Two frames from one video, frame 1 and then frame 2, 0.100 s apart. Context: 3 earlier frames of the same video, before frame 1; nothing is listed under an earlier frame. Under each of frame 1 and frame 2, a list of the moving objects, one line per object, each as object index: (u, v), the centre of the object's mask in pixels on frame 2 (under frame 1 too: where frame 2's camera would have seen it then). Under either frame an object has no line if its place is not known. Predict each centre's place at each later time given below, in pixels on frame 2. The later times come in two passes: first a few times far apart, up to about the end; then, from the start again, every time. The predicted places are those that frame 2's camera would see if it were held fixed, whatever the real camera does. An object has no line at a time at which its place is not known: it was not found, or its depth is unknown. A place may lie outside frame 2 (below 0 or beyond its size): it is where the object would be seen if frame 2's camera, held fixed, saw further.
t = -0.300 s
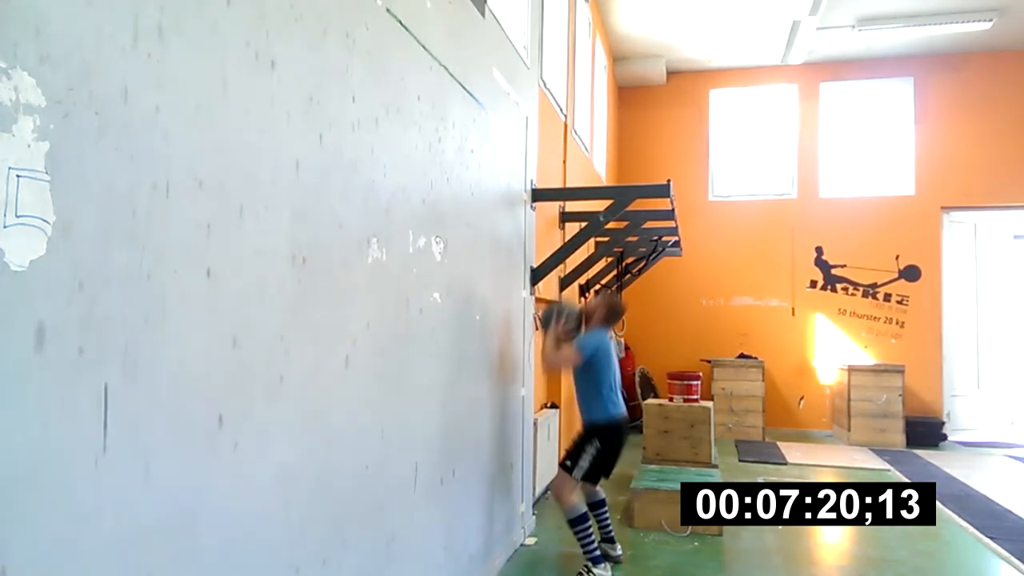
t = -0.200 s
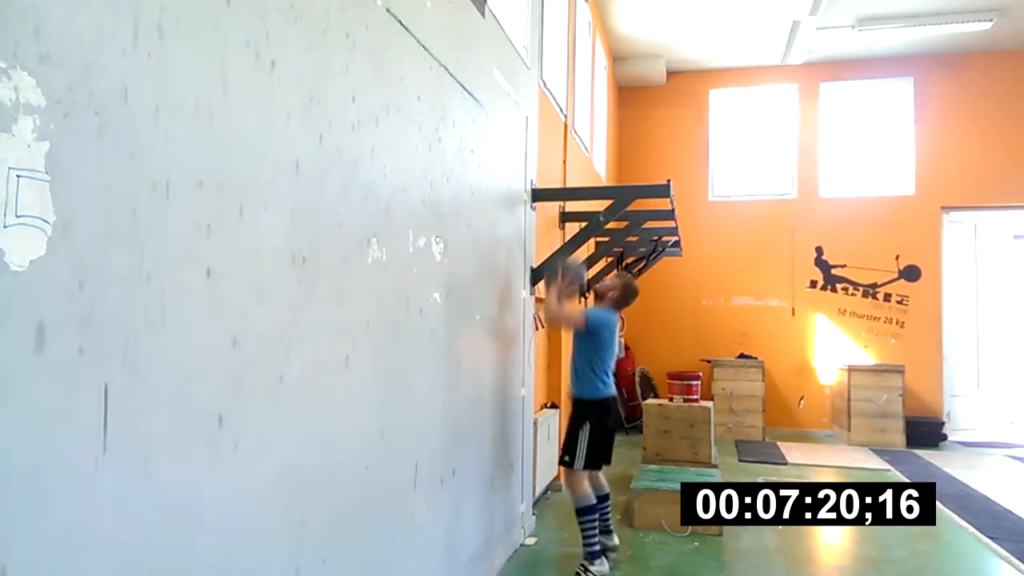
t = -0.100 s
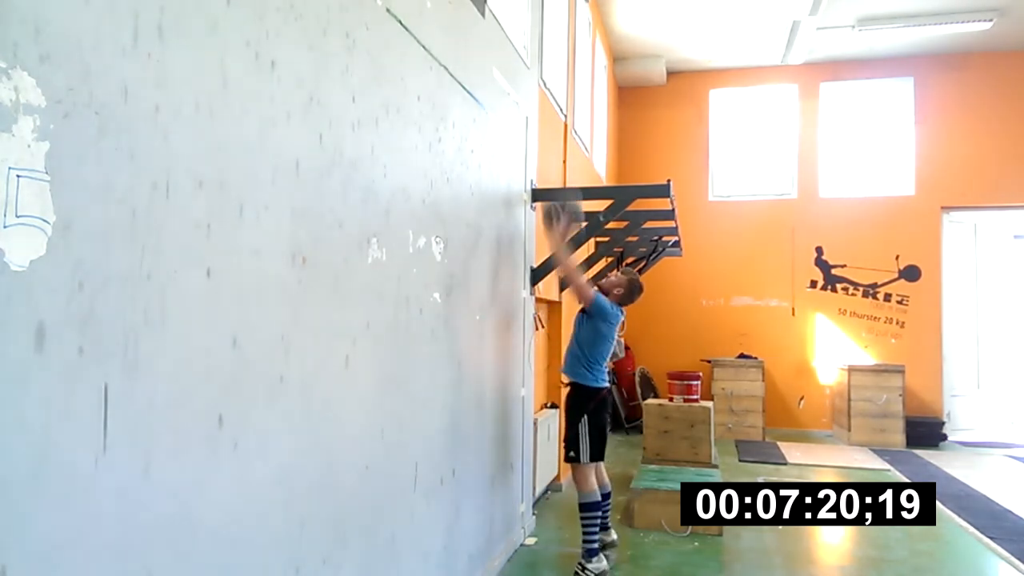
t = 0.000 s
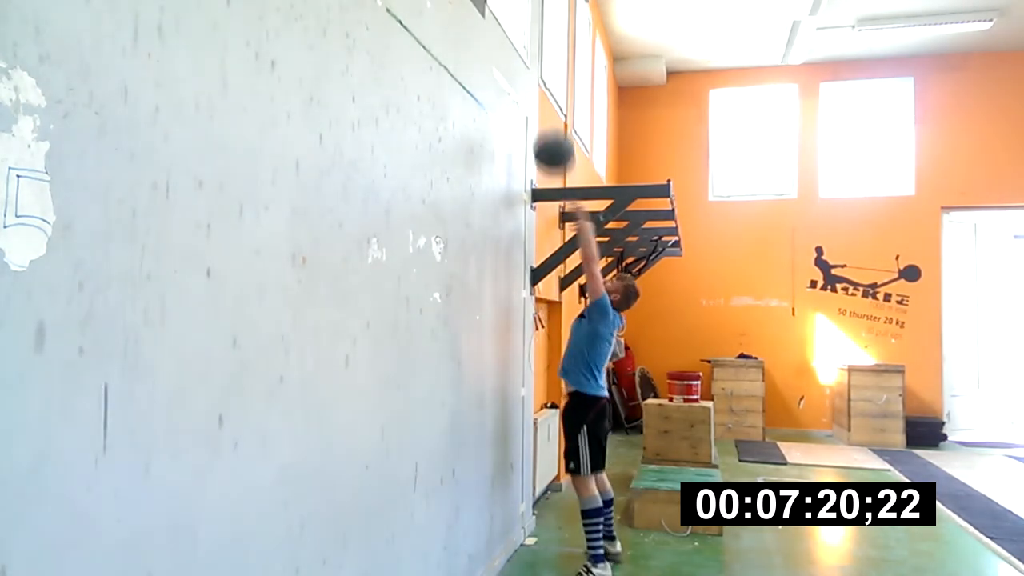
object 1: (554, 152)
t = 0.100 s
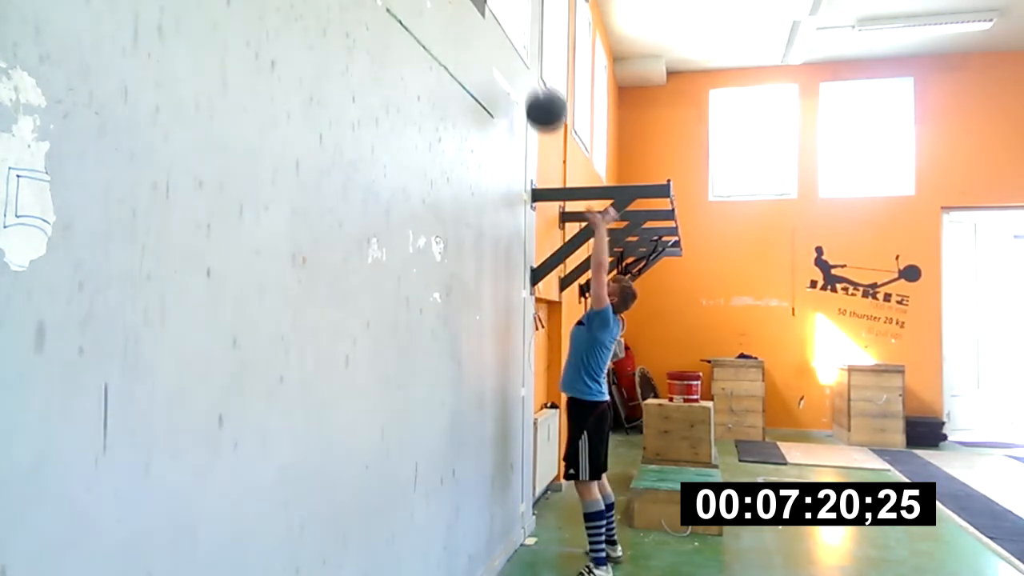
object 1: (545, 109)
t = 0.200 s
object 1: (537, 81)
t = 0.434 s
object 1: (540, 80)
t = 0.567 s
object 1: (548, 117)
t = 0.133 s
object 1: (543, 98)
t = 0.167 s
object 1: (540, 89)
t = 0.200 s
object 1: (537, 81)
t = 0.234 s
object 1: (534, 76)
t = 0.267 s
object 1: (531, 72)
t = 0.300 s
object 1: (531, 70)
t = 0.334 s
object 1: (534, 70)
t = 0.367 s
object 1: (536, 71)
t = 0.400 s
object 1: (538, 74)
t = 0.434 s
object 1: (540, 80)
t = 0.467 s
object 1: (543, 87)
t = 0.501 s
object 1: (544, 95)
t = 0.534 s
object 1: (546, 105)
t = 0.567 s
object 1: (548, 117)
